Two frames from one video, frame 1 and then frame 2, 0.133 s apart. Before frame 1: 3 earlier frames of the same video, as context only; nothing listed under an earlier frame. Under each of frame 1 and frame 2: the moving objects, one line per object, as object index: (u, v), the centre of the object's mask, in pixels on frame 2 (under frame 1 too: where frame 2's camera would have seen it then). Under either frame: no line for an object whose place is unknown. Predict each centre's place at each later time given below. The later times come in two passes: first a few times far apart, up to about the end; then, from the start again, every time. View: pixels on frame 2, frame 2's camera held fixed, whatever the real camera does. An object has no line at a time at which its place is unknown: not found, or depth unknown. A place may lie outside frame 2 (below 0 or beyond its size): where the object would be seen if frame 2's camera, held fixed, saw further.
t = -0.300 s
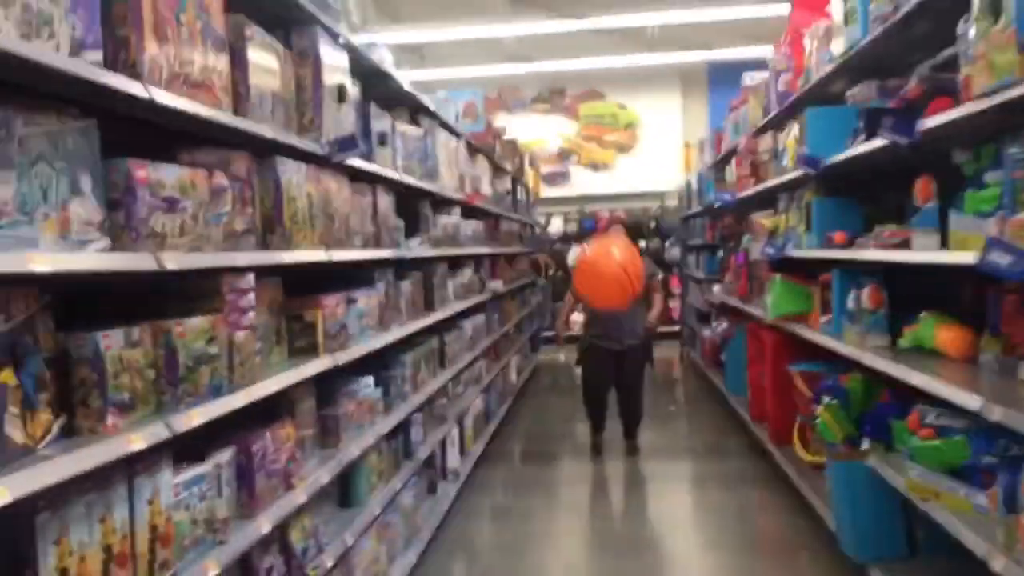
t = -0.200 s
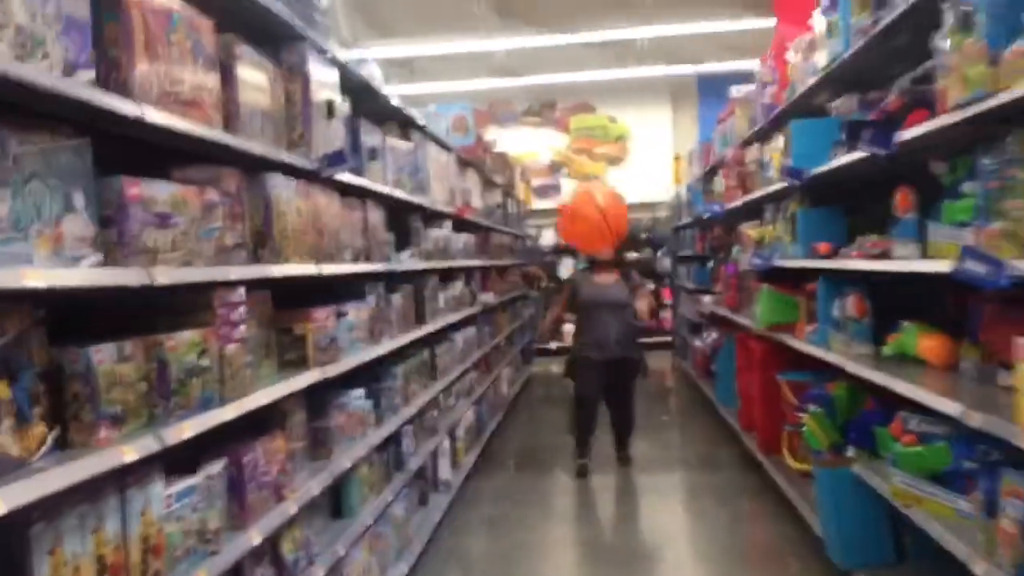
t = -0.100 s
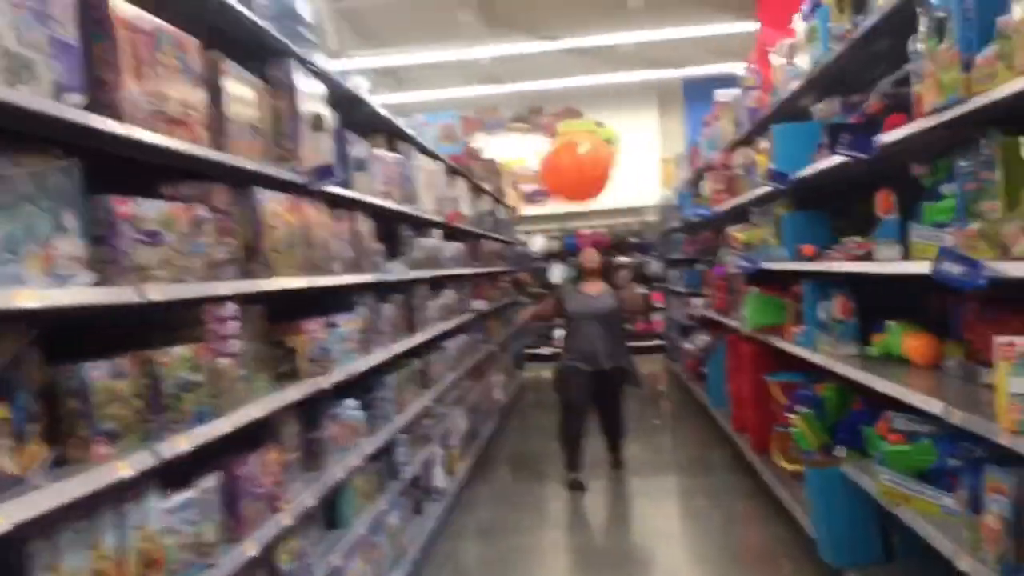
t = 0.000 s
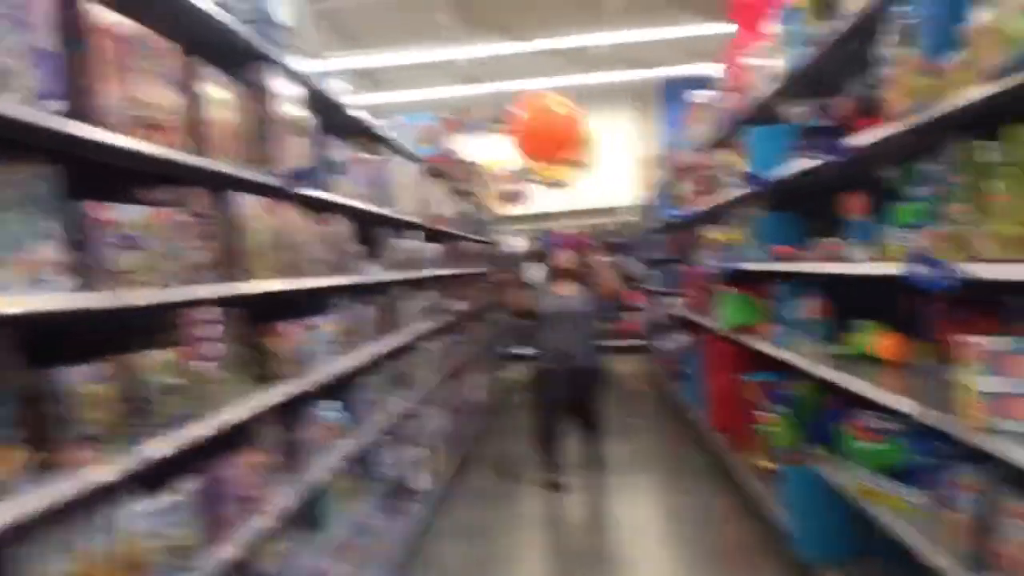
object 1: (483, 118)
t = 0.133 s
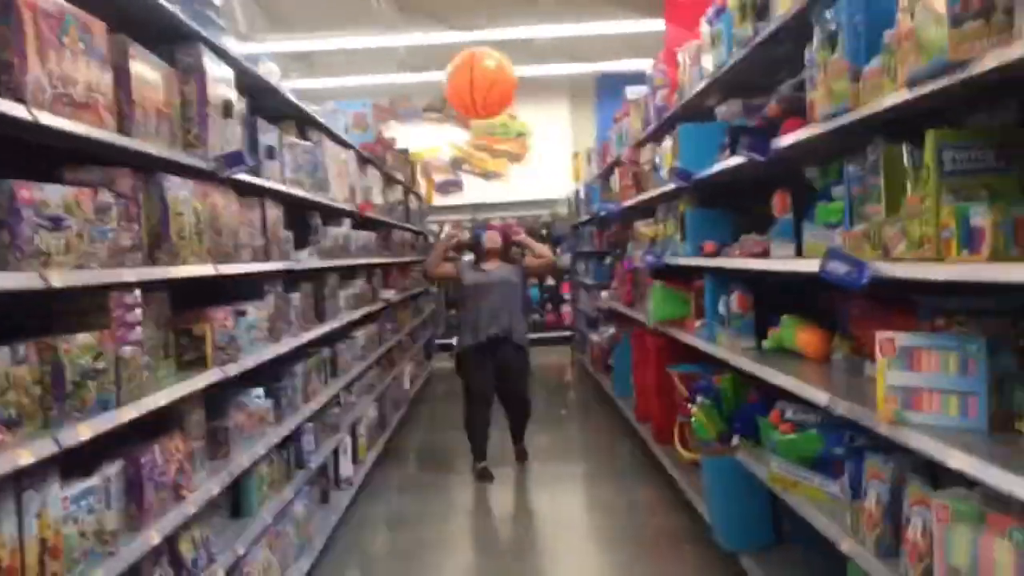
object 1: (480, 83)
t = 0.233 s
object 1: (479, 73)
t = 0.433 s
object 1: (477, 85)
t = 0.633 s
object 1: (484, 141)
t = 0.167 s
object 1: (479, 78)
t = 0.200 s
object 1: (479, 75)
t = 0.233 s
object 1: (479, 73)
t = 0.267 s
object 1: (479, 72)
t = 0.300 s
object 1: (478, 72)
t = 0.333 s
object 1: (479, 73)
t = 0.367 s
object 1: (479, 75)
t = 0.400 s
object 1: (478, 79)
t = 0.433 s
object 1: (477, 85)
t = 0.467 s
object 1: (478, 92)
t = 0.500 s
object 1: (479, 99)
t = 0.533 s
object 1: (478, 109)
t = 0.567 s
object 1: (479, 117)
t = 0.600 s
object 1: (480, 130)
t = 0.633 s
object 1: (484, 141)
